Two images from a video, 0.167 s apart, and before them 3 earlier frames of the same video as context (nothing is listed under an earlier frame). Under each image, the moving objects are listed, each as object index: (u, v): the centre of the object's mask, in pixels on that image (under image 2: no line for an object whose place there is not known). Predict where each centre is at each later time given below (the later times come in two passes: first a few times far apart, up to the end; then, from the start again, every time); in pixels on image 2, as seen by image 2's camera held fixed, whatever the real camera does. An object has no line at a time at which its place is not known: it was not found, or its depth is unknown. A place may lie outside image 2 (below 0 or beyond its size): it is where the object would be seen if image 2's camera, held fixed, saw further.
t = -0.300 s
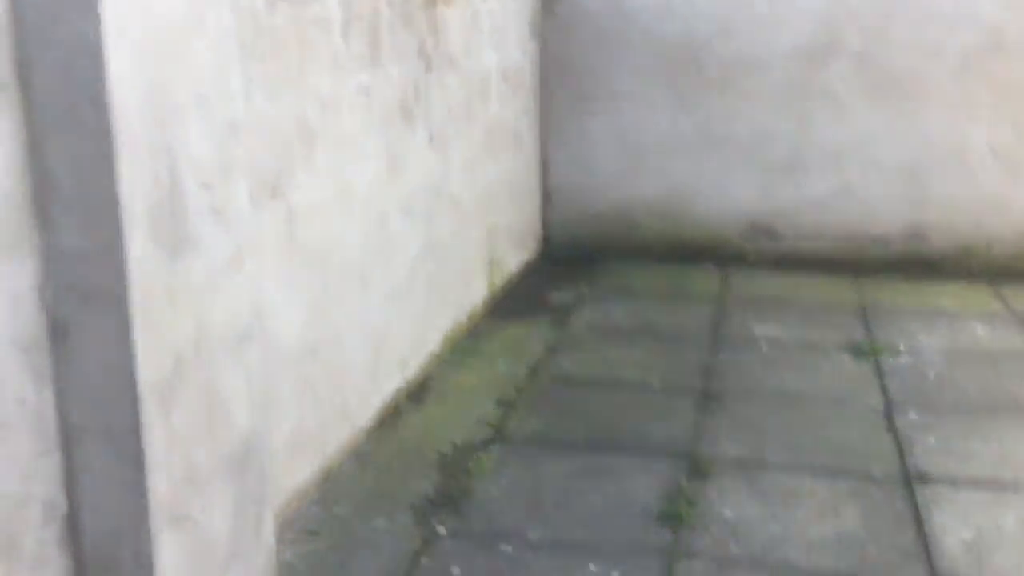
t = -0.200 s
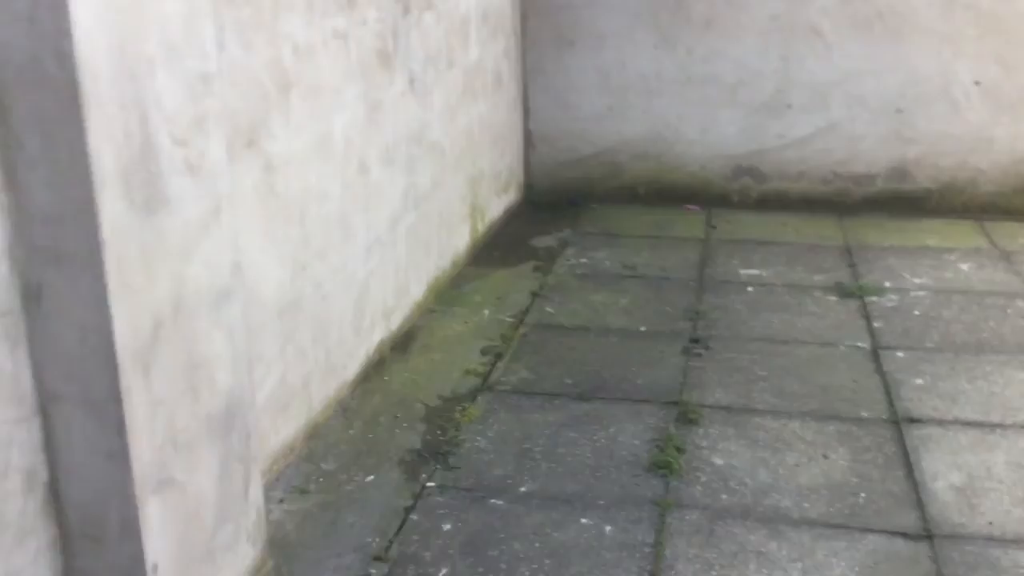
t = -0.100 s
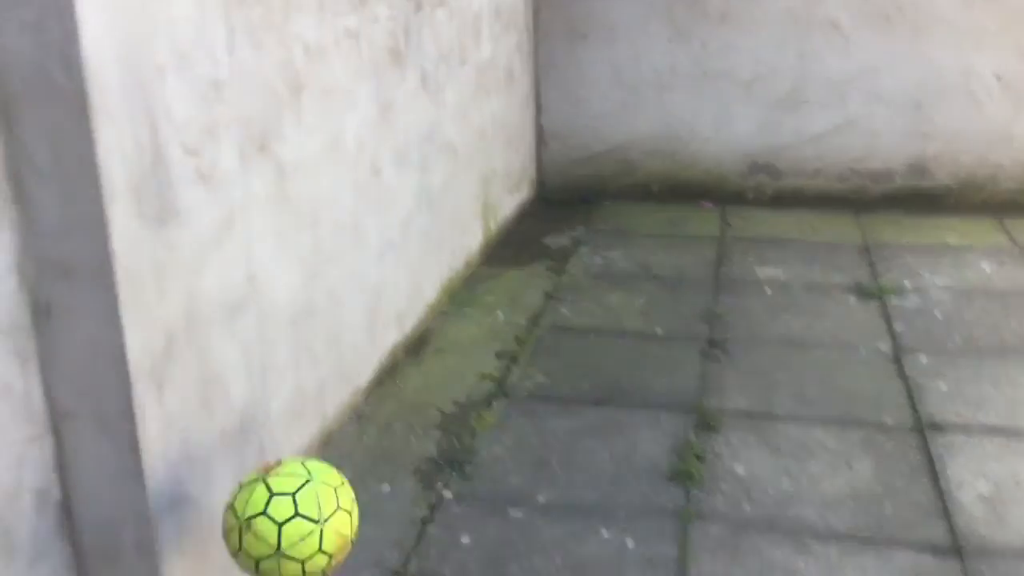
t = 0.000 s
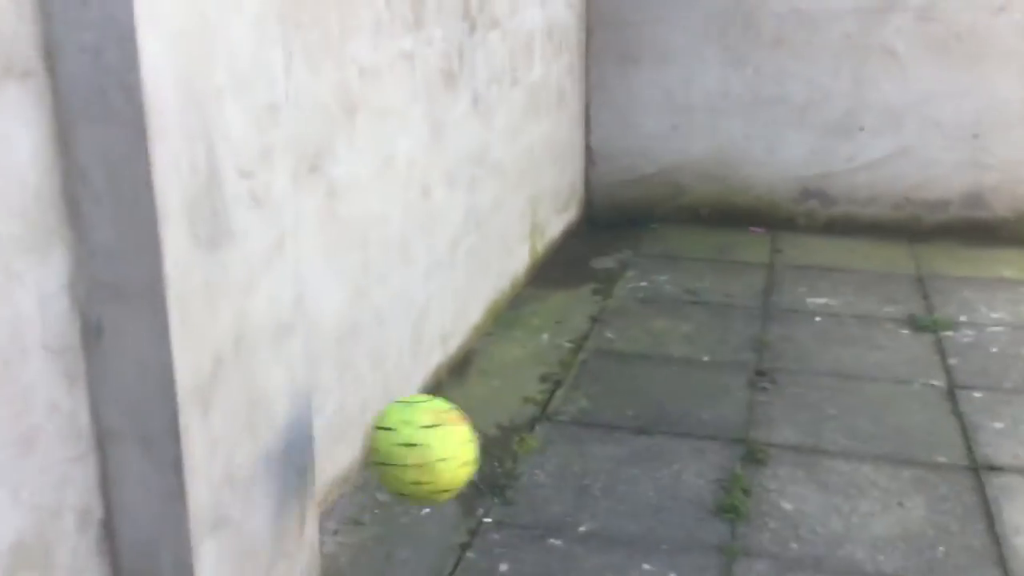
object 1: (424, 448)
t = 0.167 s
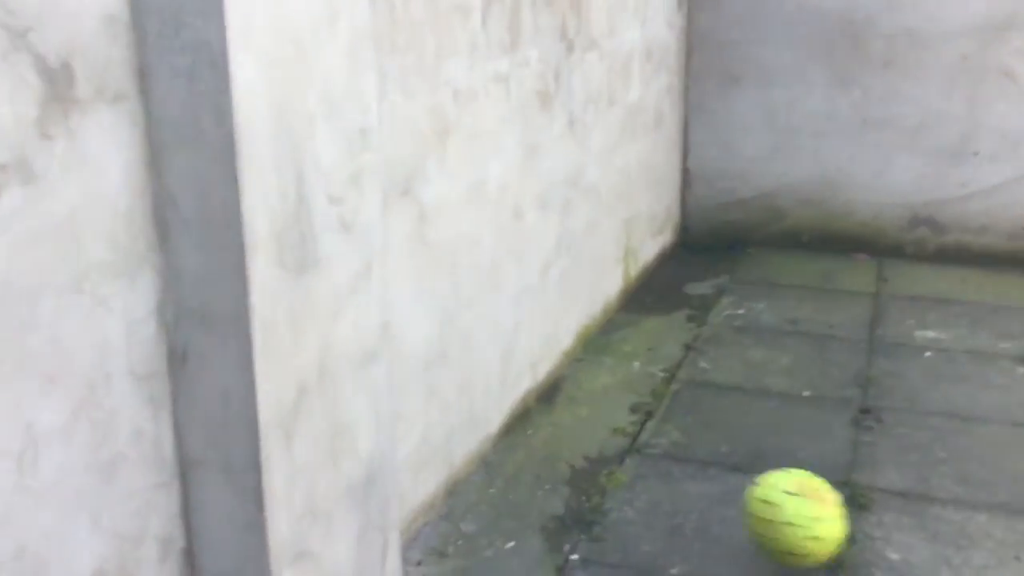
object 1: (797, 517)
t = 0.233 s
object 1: (870, 498)
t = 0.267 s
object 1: (902, 473)
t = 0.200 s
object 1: (839, 525)
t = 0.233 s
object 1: (870, 498)
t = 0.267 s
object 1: (902, 473)
